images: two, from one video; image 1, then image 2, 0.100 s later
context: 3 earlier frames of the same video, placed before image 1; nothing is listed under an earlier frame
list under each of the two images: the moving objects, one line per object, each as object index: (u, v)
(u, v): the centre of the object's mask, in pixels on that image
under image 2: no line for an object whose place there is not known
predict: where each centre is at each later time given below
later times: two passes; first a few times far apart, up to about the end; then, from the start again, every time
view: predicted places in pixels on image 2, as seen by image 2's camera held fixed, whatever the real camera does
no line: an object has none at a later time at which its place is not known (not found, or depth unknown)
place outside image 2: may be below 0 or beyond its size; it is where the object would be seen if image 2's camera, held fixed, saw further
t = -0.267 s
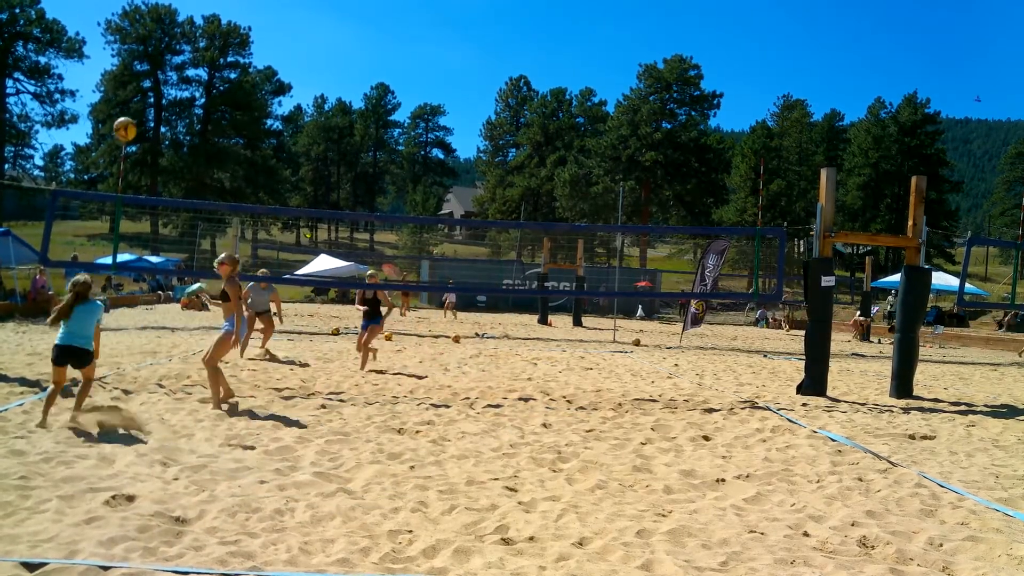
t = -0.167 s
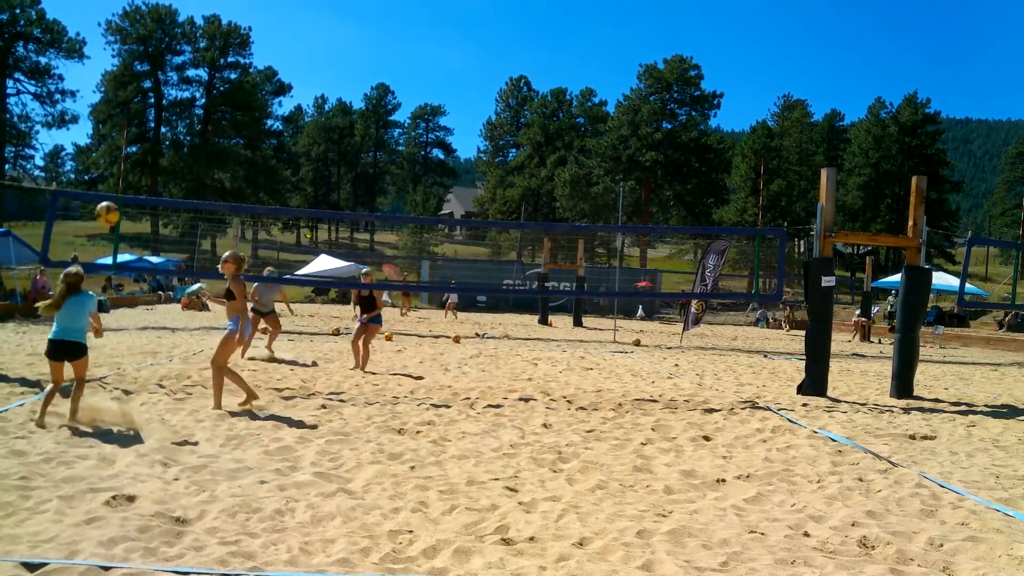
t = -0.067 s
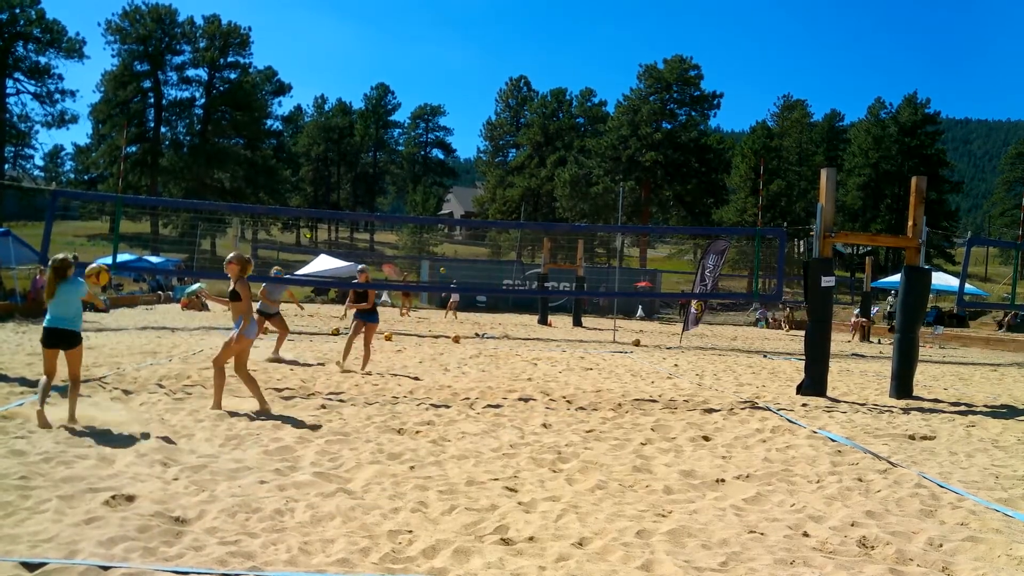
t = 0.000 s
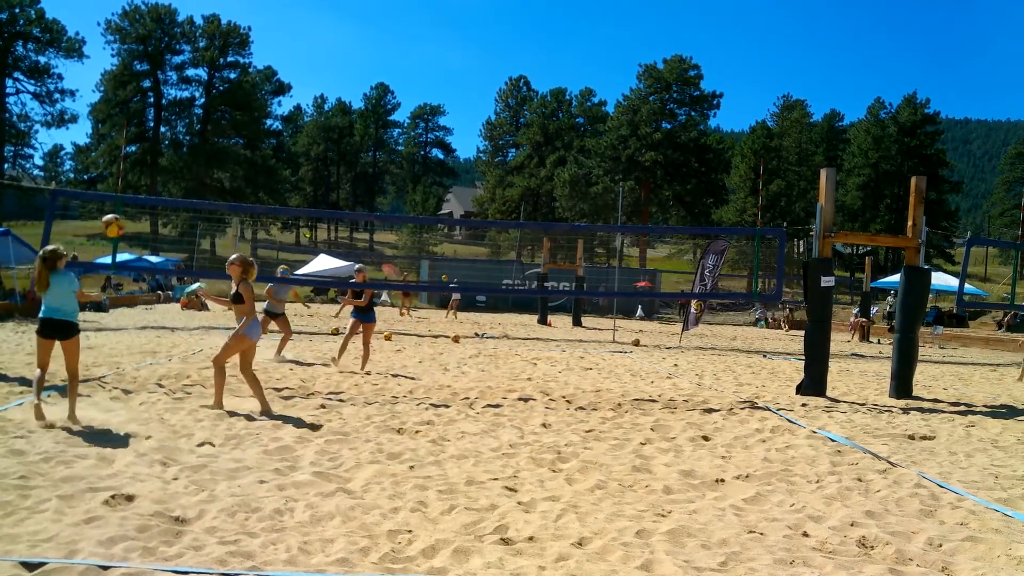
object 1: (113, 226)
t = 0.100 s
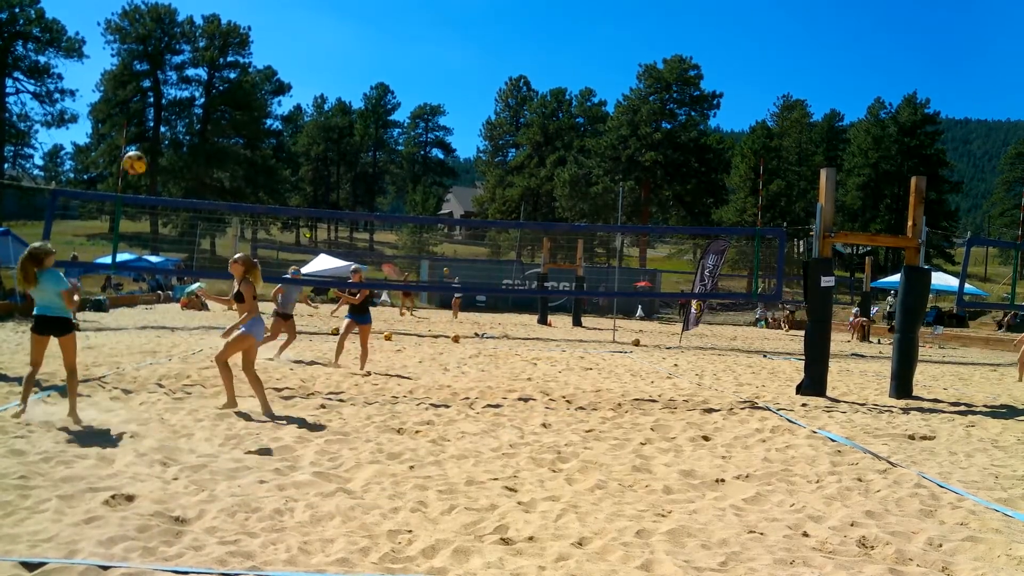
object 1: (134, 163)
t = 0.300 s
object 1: (174, 72)
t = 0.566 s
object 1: (221, 17)
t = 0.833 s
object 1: (260, 33)
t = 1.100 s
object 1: (293, 111)
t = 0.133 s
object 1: (142, 144)
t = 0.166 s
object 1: (148, 127)
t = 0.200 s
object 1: (155, 112)
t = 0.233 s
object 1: (162, 98)
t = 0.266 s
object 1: (168, 84)
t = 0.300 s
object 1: (174, 72)
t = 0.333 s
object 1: (181, 61)
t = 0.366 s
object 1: (186, 51)
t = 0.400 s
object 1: (192, 43)
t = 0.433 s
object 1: (198, 36)
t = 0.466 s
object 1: (204, 29)
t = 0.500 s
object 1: (210, 24)
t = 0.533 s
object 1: (215, 20)
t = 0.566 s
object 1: (221, 17)
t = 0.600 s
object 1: (226, 15)
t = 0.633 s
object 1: (232, 14)
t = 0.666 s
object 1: (236, 15)
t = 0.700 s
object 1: (241, 17)
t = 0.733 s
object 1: (246, 19)
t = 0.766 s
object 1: (251, 23)
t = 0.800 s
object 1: (256, 27)
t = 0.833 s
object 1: (260, 33)
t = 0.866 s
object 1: (265, 39)
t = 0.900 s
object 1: (269, 46)
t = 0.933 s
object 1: (273, 55)
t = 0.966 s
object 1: (277, 64)
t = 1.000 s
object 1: (281, 75)
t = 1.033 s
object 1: (285, 86)
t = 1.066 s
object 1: (290, 98)
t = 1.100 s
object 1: (293, 111)
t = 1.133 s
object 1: (297, 126)
